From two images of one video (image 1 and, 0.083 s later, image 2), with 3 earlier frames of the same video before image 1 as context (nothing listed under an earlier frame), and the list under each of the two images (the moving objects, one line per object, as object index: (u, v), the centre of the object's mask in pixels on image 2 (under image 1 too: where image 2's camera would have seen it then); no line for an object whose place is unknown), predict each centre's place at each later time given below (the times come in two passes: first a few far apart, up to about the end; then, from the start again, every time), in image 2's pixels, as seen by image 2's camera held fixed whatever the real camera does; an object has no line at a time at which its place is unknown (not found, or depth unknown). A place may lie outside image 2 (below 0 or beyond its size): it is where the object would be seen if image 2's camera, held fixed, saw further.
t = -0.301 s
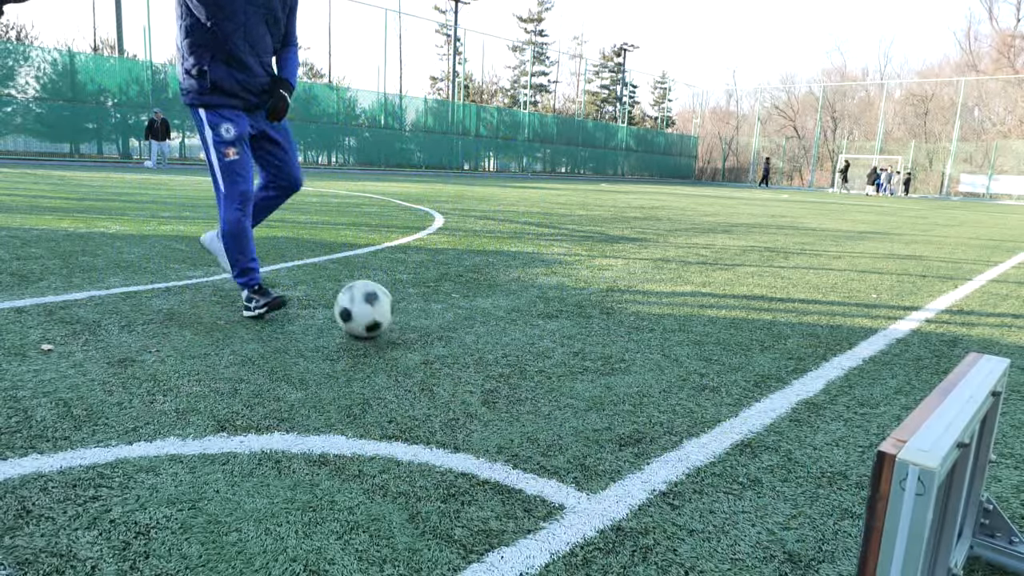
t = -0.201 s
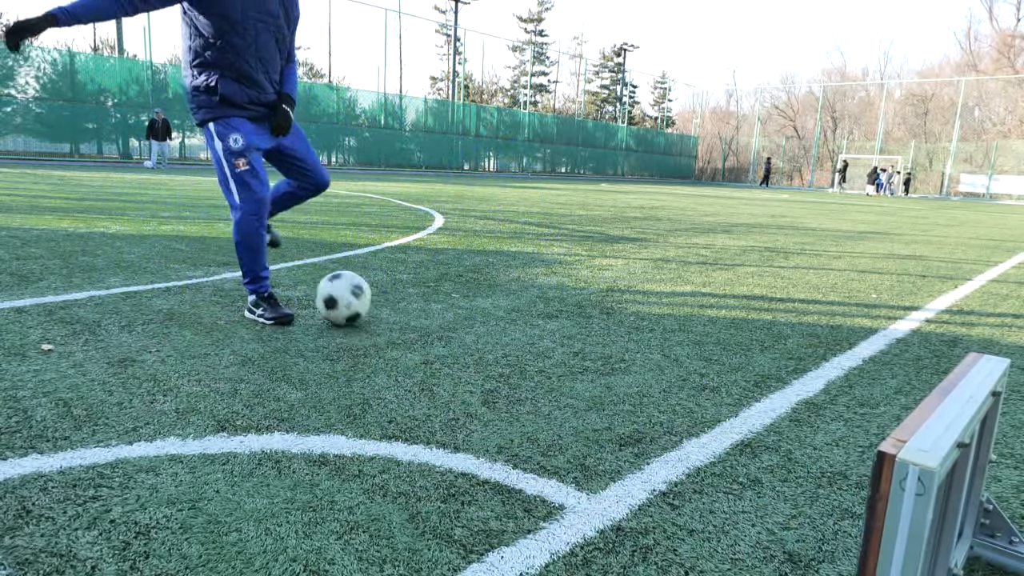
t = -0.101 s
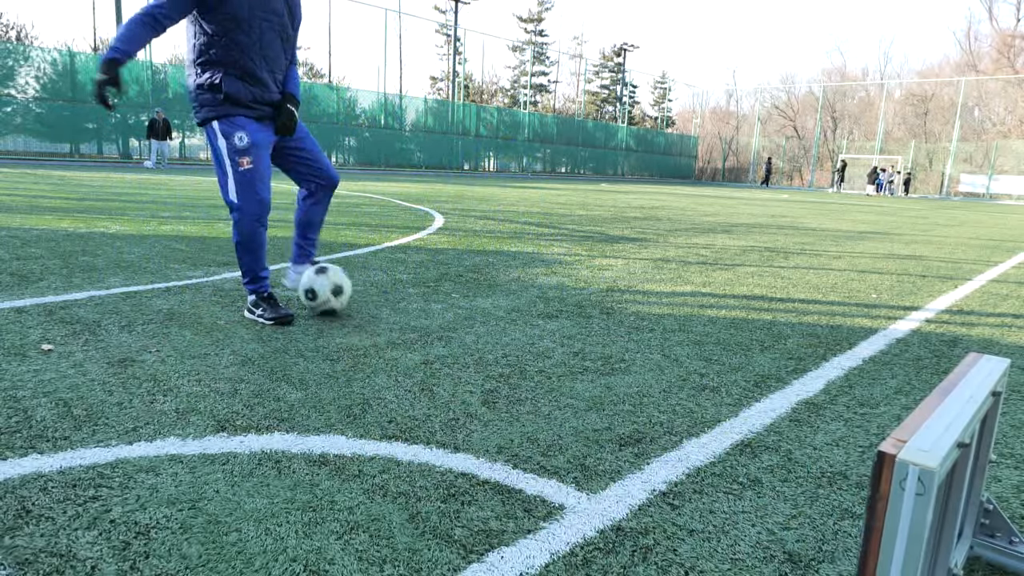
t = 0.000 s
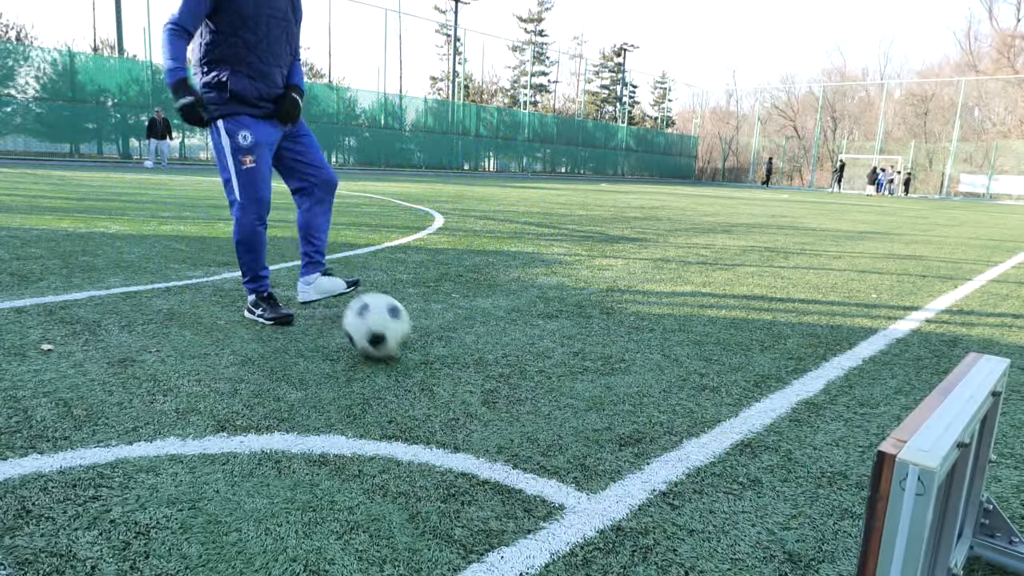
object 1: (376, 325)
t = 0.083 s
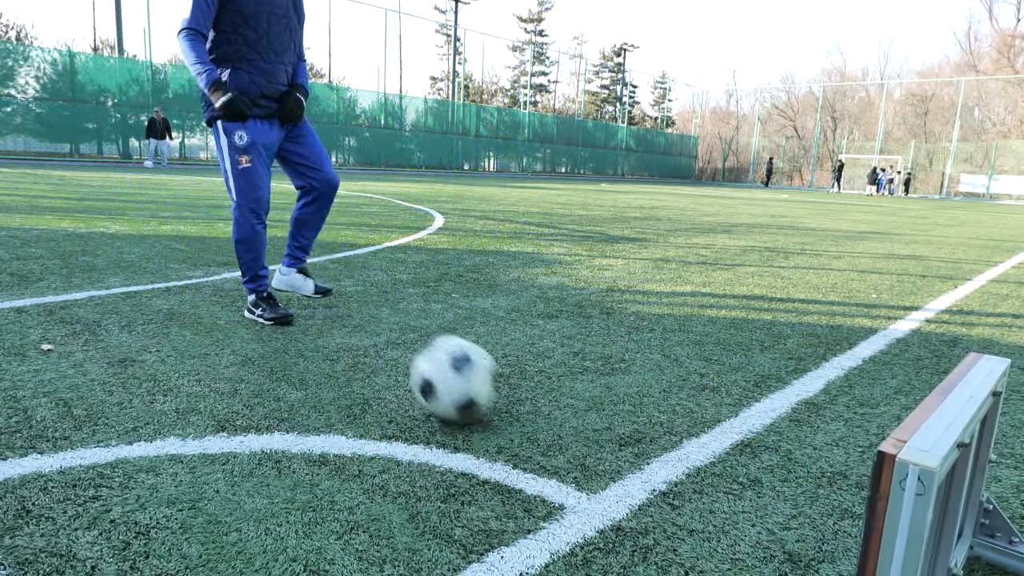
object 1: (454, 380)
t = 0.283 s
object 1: (653, 526)
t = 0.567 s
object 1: (176, 398)
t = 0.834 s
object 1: (33, 357)
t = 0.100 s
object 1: (473, 391)
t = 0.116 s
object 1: (497, 408)
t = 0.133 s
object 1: (523, 424)
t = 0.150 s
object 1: (551, 445)
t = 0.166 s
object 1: (580, 466)
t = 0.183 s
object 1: (617, 494)
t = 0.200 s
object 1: (655, 515)
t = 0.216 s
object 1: (701, 532)
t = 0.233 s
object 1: (751, 545)
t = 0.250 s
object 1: (744, 545)
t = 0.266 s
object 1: (697, 536)
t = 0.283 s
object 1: (653, 526)
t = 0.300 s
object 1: (607, 516)
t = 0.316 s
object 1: (566, 507)
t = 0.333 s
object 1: (523, 492)
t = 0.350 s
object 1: (487, 482)
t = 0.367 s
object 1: (451, 472)
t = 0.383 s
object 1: (418, 464)
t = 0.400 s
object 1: (386, 459)
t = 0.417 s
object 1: (355, 455)
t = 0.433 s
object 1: (328, 453)
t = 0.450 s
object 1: (302, 452)
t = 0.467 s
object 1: (281, 441)
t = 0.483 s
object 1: (262, 429)
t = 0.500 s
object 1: (244, 420)
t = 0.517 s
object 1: (225, 413)
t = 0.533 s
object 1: (209, 406)
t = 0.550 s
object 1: (192, 401)
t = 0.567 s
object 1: (176, 398)
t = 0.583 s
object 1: (161, 396)
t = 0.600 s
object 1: (146, 395)
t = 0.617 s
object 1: (132, 395)
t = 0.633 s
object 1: (119, 391)
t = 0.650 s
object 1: (111, 385)
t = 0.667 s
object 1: (102, 377)
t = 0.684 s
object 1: (92, 372)
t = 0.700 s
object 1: (84, 368)
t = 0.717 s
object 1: (76, 365)
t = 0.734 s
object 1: (68, 364)
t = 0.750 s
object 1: (59, 363)
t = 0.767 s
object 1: (52, 363)
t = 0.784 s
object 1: (47, 365)
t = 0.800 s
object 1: (42, 367)
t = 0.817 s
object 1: (37, 362)
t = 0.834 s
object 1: (33, 357)
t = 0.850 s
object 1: (29, 353)
